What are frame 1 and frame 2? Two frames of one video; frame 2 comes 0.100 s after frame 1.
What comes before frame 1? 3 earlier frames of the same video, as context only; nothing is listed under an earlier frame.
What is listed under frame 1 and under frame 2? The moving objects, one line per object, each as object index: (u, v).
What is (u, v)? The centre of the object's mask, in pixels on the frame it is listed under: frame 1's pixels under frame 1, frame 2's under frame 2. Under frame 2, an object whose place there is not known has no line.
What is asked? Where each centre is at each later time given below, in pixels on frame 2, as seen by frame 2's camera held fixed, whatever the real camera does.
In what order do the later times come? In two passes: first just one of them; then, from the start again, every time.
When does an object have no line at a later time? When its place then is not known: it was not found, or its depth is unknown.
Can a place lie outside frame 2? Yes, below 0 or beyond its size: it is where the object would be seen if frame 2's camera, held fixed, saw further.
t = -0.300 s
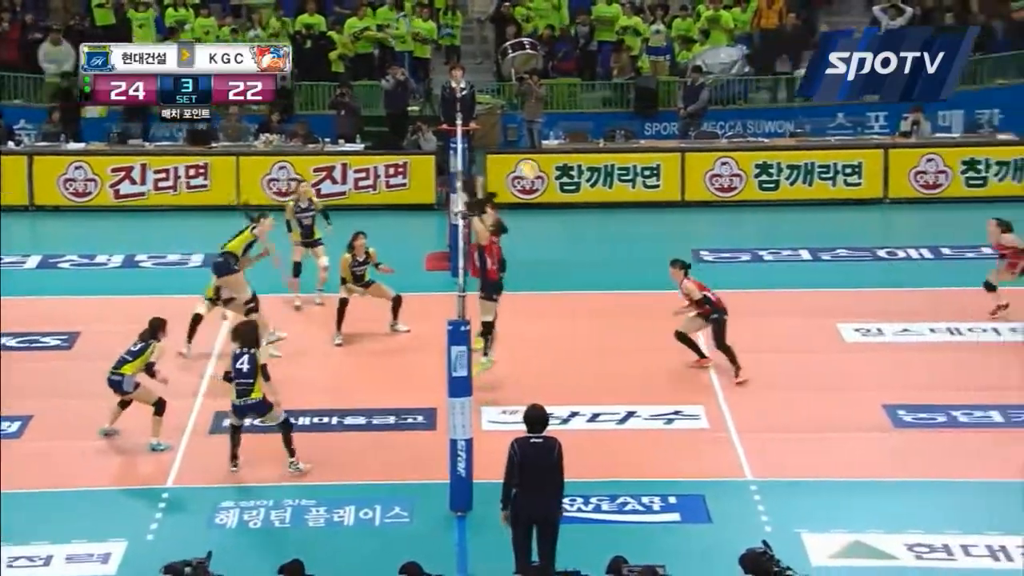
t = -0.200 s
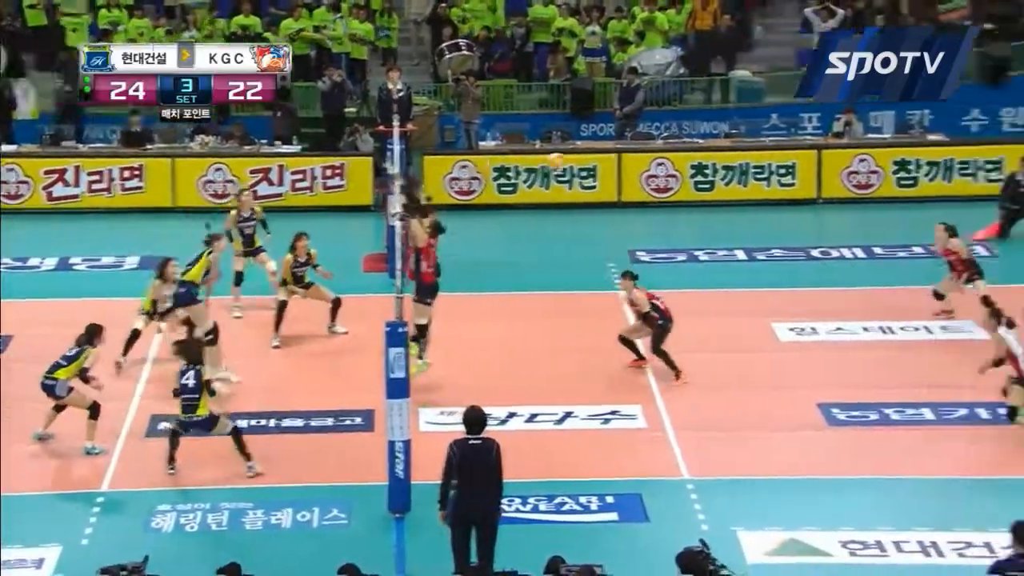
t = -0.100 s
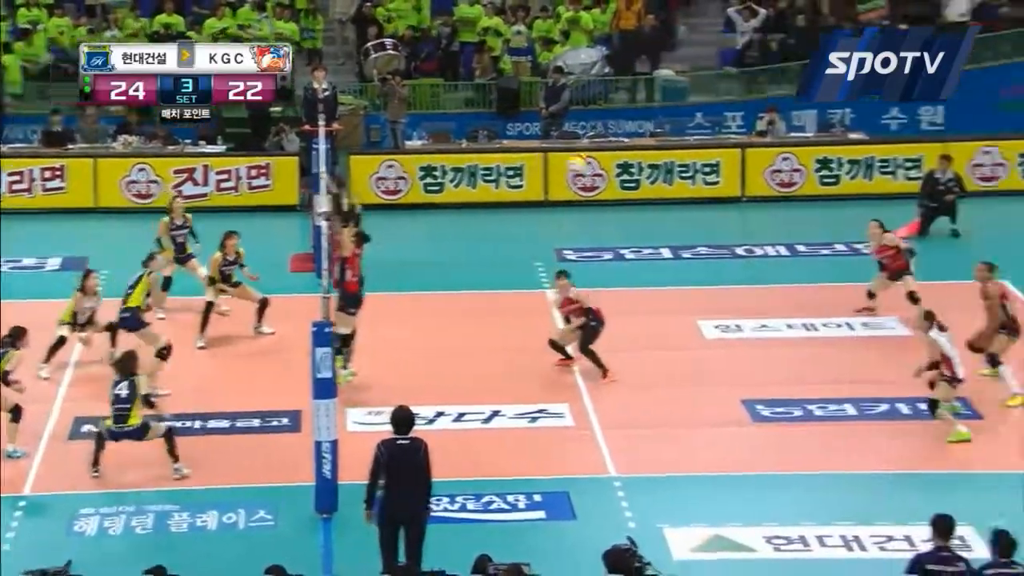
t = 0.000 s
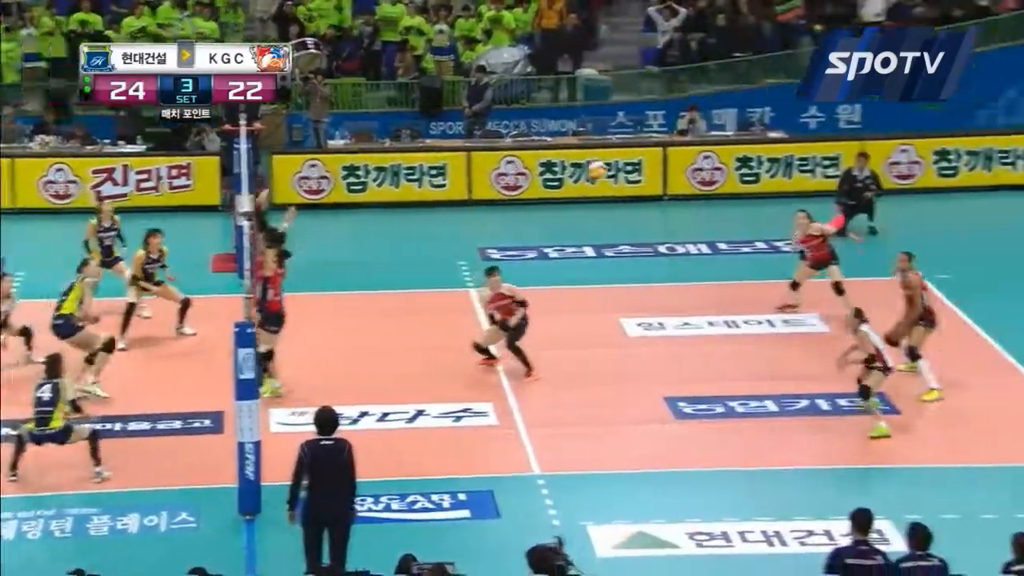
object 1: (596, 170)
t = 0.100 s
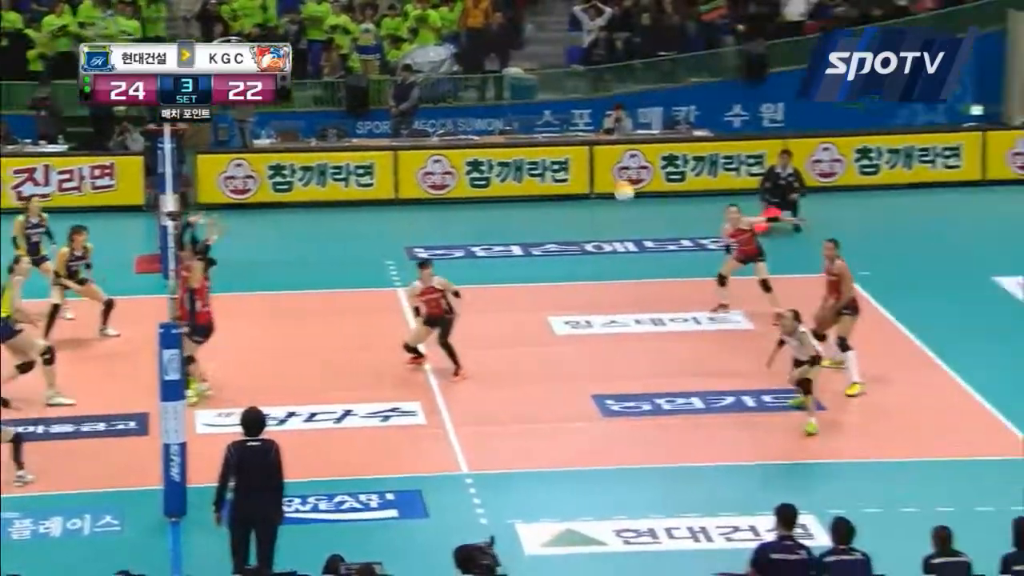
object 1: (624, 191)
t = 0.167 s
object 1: (690, 209)
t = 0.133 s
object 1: (656, 199)
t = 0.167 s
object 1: (690, 209)
